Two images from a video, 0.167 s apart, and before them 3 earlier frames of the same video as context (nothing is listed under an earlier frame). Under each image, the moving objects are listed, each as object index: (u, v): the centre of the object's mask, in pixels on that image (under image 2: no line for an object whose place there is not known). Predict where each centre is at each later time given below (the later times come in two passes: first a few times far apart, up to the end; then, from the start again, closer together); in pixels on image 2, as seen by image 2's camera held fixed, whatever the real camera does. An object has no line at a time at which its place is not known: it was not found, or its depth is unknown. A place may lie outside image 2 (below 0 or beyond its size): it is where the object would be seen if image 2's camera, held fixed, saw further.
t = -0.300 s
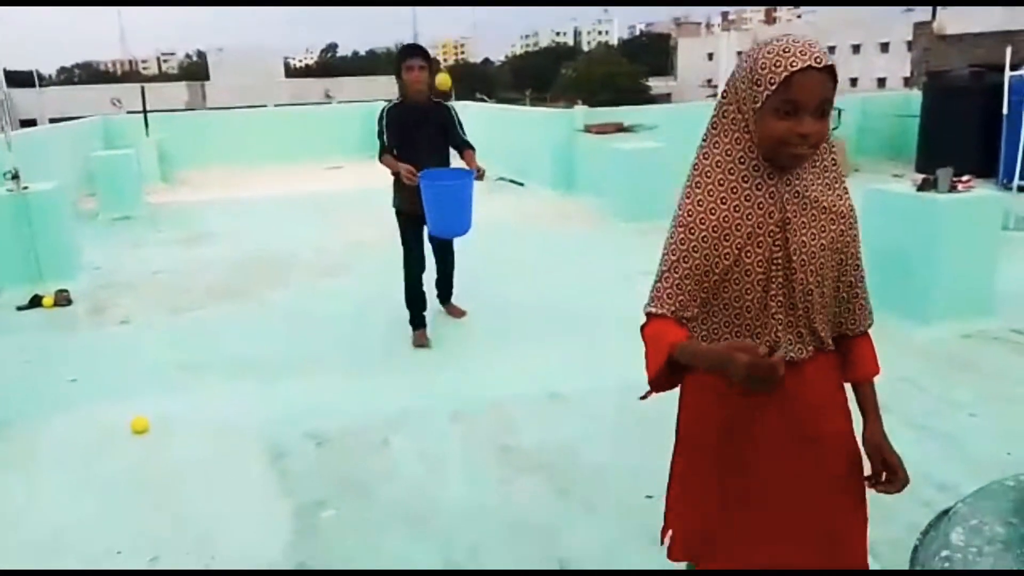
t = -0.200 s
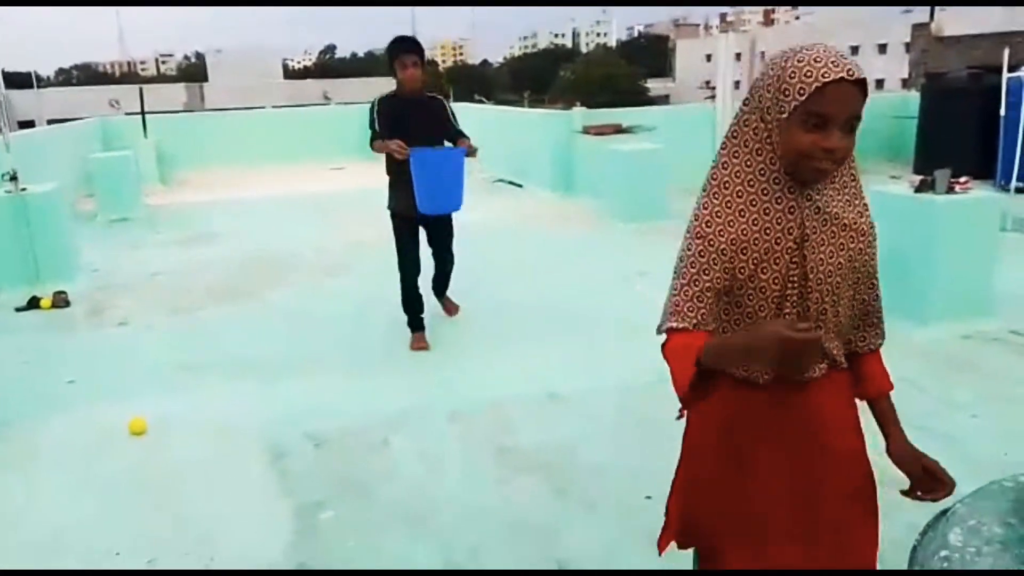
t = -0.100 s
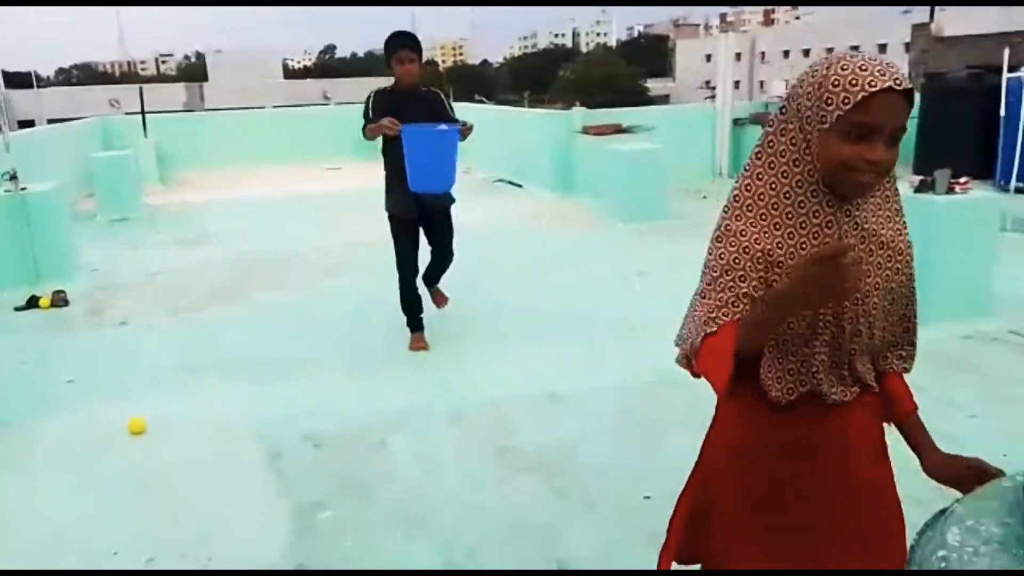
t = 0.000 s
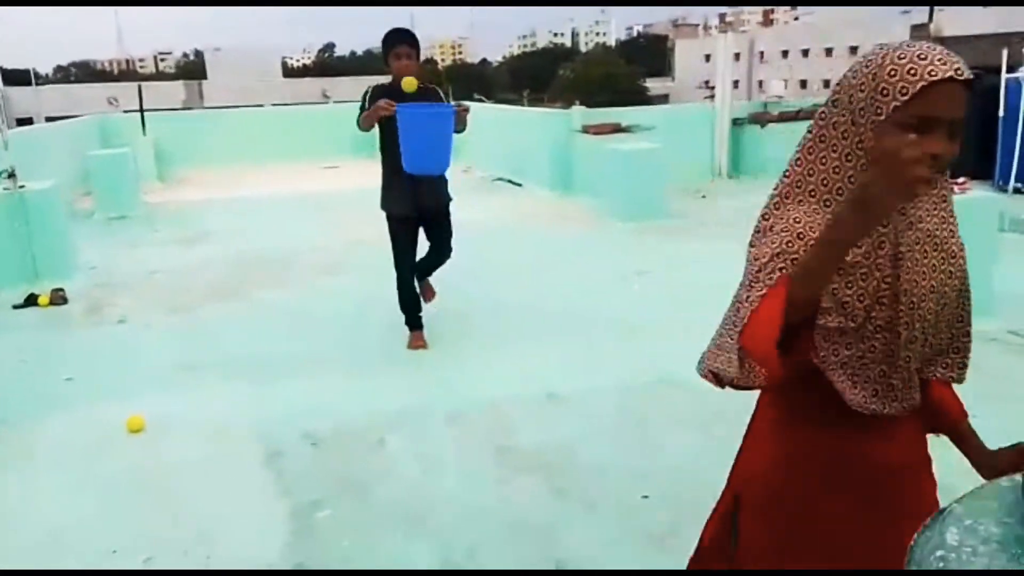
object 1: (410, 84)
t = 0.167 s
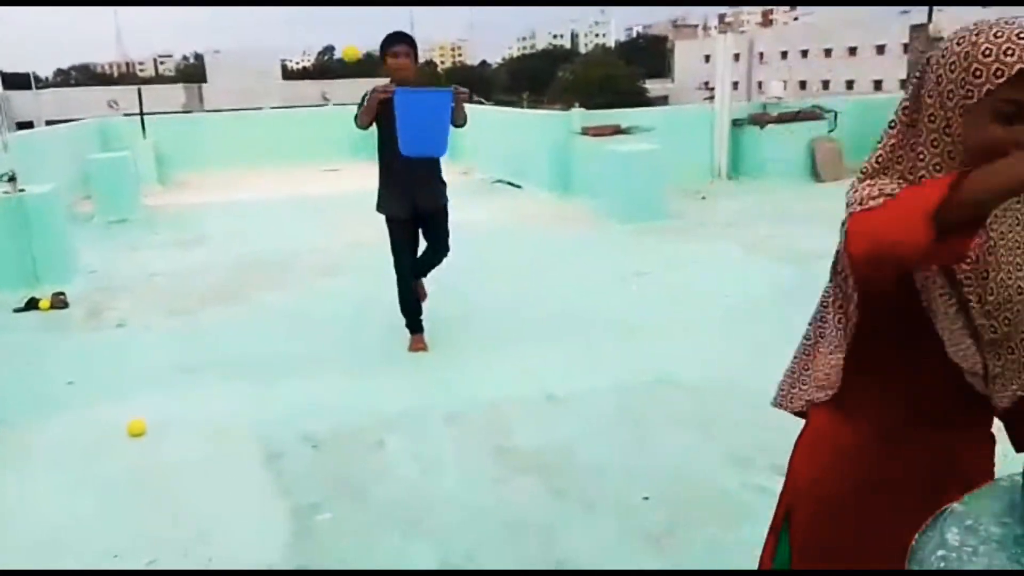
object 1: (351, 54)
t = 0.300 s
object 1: (301, 77)
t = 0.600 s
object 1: (199, 324)
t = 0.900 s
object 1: (119, 354)
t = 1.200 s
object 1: (62, 363)
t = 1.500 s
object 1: (24, 503)
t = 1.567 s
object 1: (4, 487)
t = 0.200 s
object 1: (338, 55)
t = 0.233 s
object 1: (324, 59)
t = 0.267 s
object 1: (313, 66)
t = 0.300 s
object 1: (301, 77)
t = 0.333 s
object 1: (289, 92)
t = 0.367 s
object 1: (276, 109)
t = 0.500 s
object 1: (231, 213)
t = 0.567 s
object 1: (210, 284)
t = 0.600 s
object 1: (199, 324)
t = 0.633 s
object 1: (190, 367)
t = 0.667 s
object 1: (181, 413)
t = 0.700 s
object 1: (171, 462)
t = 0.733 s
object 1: (162, 447)
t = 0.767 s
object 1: (153, 425)
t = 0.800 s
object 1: (145, 403)
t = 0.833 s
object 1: (137, 384)
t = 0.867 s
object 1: (128, 369)
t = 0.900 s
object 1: (119, 354)
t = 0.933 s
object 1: (112, 343)
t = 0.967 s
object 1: (103, 335)
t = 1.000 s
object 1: (96, 330)
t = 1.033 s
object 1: (90, 327)
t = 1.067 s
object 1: (83, 327)
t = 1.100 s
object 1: (78, 331)
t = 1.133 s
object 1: (71, 338)
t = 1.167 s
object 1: (66, 349)
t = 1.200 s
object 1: (62, 363)
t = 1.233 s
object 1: (60, 379)
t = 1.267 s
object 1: (57, 401)
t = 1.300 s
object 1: (54, 425)
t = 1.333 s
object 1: (54, 453)
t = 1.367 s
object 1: (55, 483)
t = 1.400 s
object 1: (57, 516)
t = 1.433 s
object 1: (52, 530)
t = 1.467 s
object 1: (36, 514)
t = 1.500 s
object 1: (24, 503)
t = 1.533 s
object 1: (10, 493)
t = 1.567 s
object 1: (4, 487)
